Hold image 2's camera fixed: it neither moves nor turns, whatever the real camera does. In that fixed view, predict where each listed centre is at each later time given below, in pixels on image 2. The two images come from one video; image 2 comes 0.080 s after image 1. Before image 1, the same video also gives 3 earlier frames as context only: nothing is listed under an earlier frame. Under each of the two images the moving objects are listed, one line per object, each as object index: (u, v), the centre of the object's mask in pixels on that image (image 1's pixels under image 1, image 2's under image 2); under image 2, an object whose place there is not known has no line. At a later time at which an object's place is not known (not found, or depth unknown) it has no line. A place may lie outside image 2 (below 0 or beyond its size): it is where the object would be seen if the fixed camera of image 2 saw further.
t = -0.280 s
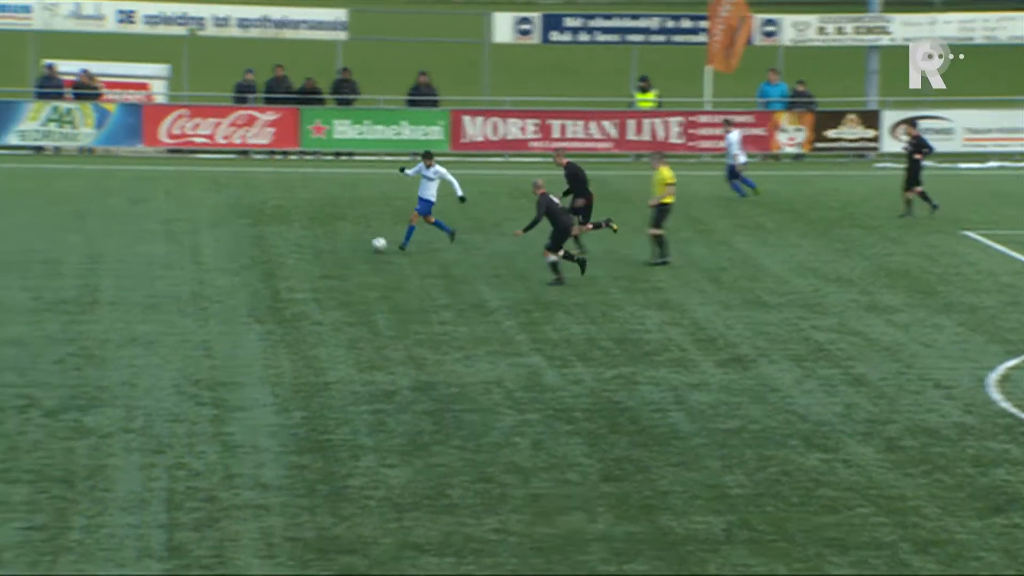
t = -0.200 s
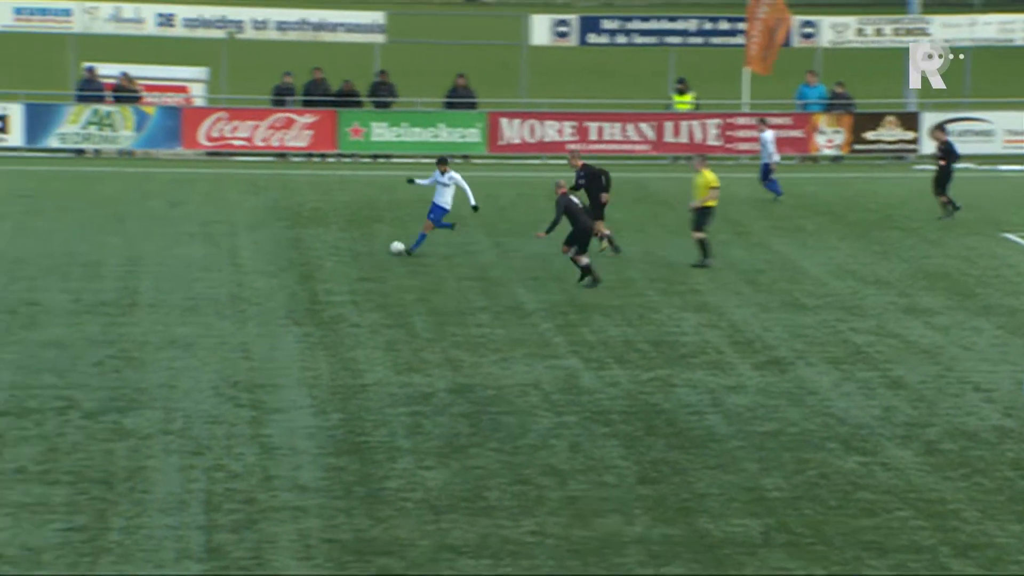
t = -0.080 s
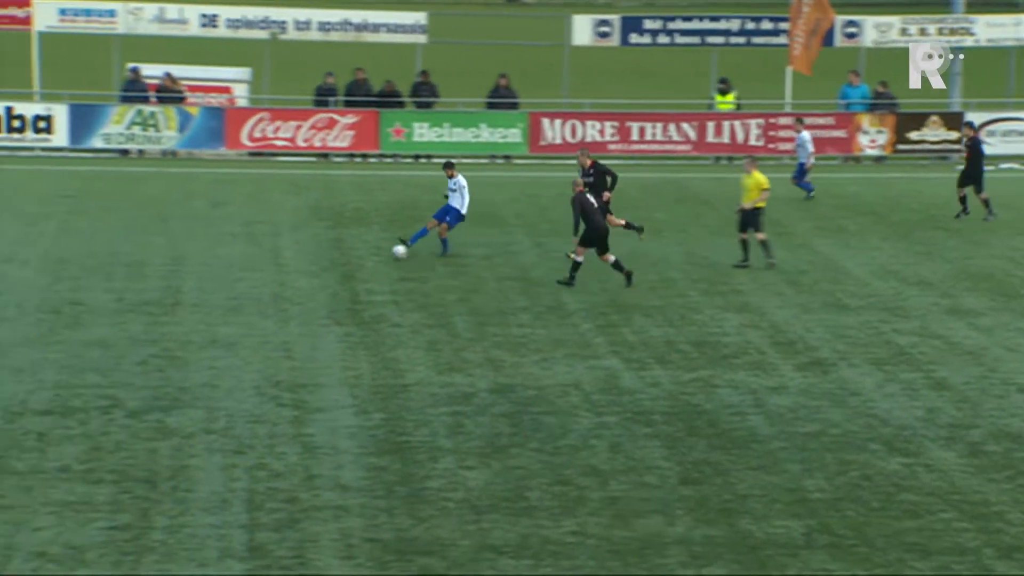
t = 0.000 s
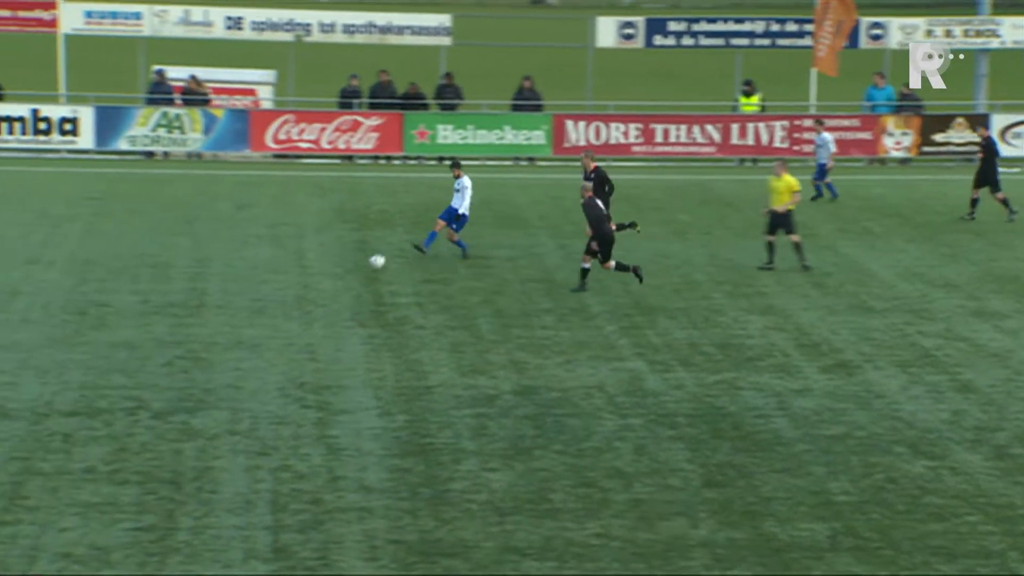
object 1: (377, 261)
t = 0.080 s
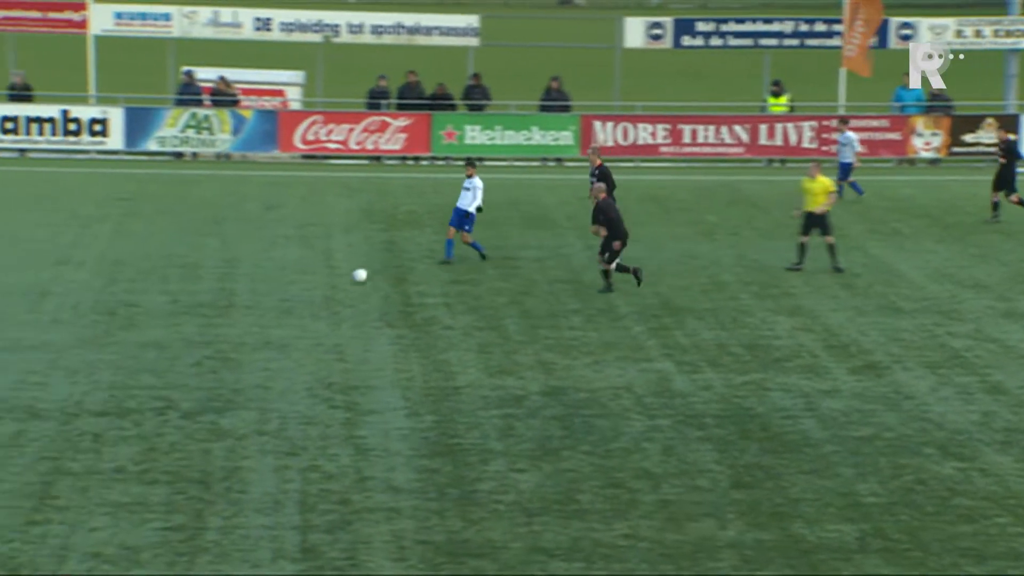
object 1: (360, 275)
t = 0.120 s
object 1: (340, 279)
